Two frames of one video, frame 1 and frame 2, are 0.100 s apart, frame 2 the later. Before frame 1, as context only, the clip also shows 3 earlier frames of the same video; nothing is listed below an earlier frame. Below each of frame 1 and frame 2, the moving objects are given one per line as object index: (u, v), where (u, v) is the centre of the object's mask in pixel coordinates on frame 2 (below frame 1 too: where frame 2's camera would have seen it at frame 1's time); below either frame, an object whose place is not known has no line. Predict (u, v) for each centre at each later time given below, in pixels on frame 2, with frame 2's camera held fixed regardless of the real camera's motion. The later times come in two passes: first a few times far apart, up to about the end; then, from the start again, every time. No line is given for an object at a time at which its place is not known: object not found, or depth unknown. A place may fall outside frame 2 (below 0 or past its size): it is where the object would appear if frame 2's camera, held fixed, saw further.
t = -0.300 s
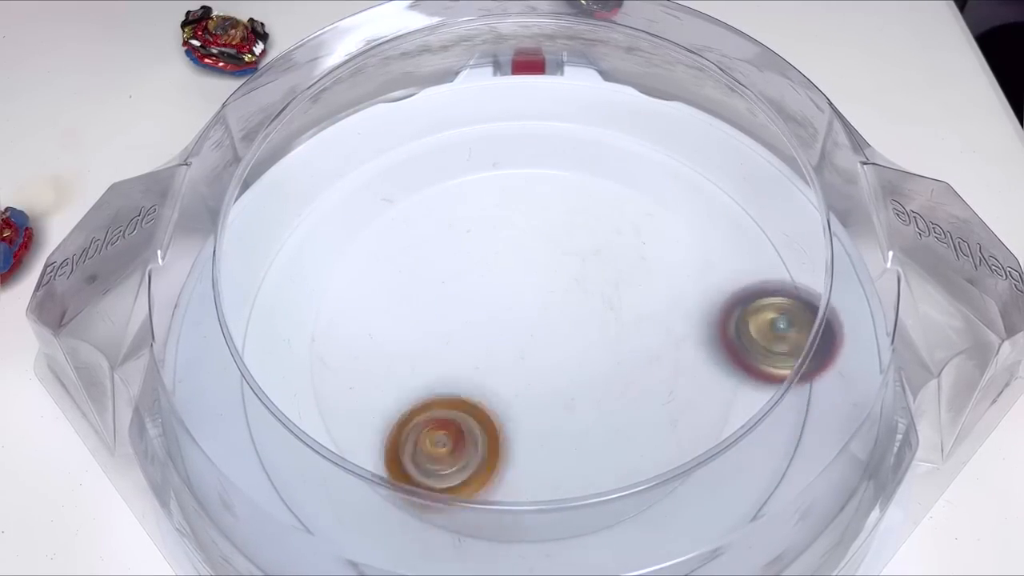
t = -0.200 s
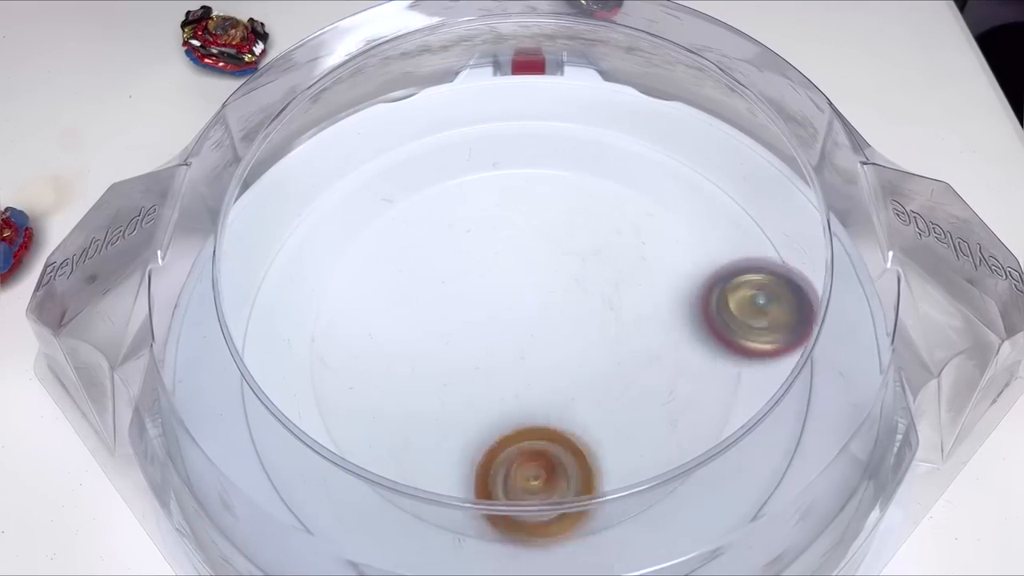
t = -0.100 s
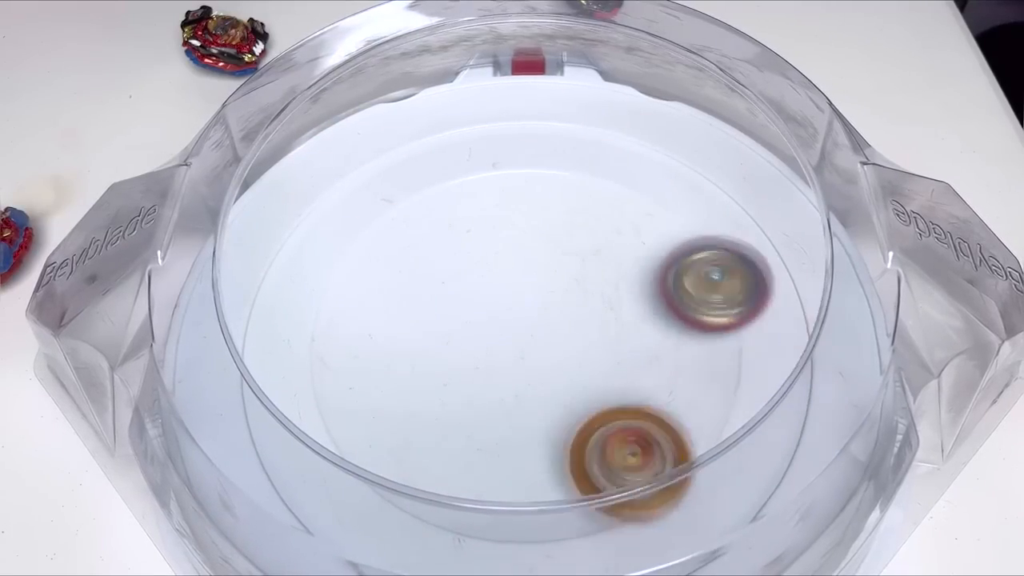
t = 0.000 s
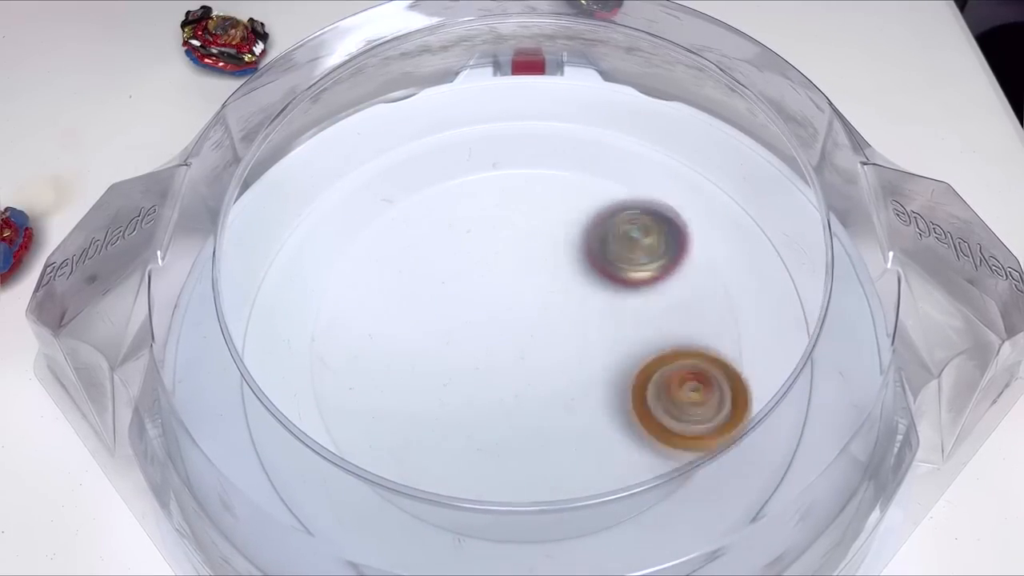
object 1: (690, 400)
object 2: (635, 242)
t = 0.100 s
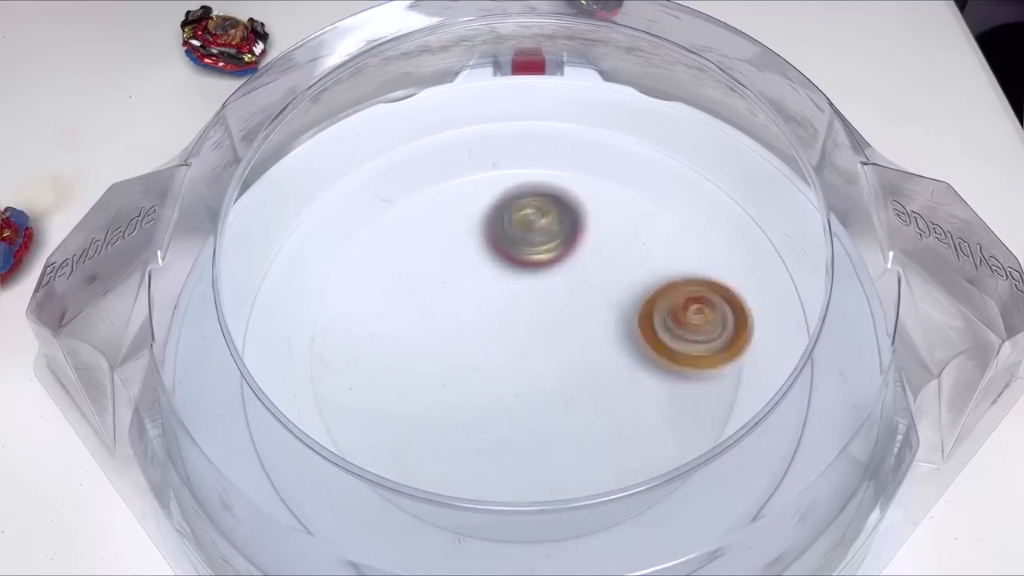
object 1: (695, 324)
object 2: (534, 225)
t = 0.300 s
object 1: (571, 228)
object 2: (387, 342)
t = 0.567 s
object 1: (393, 322)
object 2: (571, 510)
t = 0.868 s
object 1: (544, 461)
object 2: (657, 271)
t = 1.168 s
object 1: (602, 279)
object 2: (384, 257)
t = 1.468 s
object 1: (414, 302)
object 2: (356, 495)
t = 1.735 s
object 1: (536, 411)
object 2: (422, 488)
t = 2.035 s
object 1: (534, 257)
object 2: (616, 330)
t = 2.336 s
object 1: (448, 361)
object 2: (411, 228)
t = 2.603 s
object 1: (581, 356)
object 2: (388, 415)
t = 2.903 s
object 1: (521, 266)
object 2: (639, 333)
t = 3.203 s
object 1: (494, 376)
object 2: (494, 170)
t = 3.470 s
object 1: (601, 339)
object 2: (369, 320)
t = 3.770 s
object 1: (495, 292)
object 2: (612, 410)
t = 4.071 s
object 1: (516, 397)
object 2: (645, 204)
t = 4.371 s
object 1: (580, 311)
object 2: (426, 252)
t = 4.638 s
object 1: (465, 317)
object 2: (482, 443)
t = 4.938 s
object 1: (531, 398)
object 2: (711, 356)
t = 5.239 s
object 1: (525, 327)
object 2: (561, 187)
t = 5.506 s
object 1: (484, 358)
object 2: (375, 250)
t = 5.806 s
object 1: (510, 354)
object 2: (385, 464)
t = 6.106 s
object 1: (515, 338)
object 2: (660, 433)
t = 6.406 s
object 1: (511, 329)
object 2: (620, 231)
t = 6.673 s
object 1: (512, 327)
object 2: (426, 212)
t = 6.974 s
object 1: (519, 328)
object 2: (363, 394)
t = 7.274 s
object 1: (525, 328)
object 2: (602, 428)
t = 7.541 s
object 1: (529, 331)
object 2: (641, 256)
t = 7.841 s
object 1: (531, 336)
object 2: (451, 210)
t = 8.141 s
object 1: (531, 340)
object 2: (412, 388)
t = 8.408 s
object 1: (529, 343)
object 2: (612, 412)
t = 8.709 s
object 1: (521, 341)
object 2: (618, 242)
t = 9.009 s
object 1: (514, 337)
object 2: (432, 274)
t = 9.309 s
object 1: (517, 336)
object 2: (469, 437)
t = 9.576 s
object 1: (516, 334)
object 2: (632, 364)
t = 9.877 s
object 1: (512, 333)
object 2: (528, 229)
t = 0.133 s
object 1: (684, 300)
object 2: (500, 232)
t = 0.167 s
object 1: (668, 279)
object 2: (468, 245)
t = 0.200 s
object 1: (649, 261)
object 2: (439, 262)
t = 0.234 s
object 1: (625, 246)
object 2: (416, 285)
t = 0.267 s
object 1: (598, 235)
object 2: (398, 312)
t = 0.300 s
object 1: (571, 228)
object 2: (387, 342)
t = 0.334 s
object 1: (542, 226)
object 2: (384, 373)
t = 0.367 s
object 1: (513, 228)
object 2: (389, 405)
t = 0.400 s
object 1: (486, 236)
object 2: (402, 435)
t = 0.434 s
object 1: (460, 246)
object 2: (423, 464)
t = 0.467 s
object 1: (438, 261)
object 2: (452, 487)
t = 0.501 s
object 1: (419, 279)
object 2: (488, 504)
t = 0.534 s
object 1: (402, 301)
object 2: (529, 512)
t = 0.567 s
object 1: (393, 322)
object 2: (571, 510)
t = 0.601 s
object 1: (387, 346)
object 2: (613, 497)
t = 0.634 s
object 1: (388, 374)
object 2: (649, 476)
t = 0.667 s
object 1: (394, 398)
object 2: (677, 450)
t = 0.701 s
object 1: (407, 422)
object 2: (694, 420)
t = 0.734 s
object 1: (428, 441)
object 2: (703, 386)
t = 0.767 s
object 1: (454, 453)
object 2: (702, 354)
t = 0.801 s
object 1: (482, 461)
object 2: (694, 324)
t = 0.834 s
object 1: (515, 463)
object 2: (678, 295)
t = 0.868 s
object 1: (544, 461)
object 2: (657, 271)
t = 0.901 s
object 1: (576, 453)
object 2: (631, 251)
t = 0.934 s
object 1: (601, 440)
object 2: (601, 235)
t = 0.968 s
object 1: (621, 420)
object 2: (571, 223)
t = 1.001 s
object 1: (634, 395)
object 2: (538, 217)
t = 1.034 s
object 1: (640, 370)
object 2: (504, 216)
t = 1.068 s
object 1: (640, 345)
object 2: (472, 220)
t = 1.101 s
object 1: (632, 320)
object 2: (440, 228)
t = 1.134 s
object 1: (620, 299)
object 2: (411, 241)
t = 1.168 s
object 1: (602, 279)
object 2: (384, 257)
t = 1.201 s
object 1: (581, 264)
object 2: (360, 279)
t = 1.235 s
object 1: (556, 252)
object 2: (339, 304)
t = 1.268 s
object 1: (531, 247)
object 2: (325, 331)
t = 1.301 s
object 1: (506, 246)
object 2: (317, 360)
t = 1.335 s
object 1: (481, 250)
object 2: (320, 390)
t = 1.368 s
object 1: (460, 257)
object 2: (329, 422)
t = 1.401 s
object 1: (440, 269)
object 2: (339, 452)
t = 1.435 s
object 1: (425, 284)
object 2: (348, 478)
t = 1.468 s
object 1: (414, 302)
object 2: (356, 495)
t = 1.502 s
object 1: (408, 322)
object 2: (362, 510)
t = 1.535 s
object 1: (408, 342)
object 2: (368, 514)
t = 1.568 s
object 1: (415, 363)
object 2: (375, 514)
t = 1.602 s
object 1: (430, 381)
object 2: (383, 512)
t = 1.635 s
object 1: (449, 397)
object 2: (391, 508)
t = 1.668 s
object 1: (477, 409)
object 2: (399, 502)
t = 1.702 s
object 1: (506, 413)
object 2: (408, 495)
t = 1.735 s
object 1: (536, 411)
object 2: (422, 488)
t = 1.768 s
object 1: (561, 397)
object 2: (441, 480)
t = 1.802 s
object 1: (581, 381)
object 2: (465, 470)
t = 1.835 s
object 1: (593, 360)
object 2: (495, 456)
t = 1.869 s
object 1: (598, 338)
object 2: (527, 449)
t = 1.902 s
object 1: (596, 315)
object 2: (559, 433)
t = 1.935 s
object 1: (586, 296)
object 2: (585, 411)
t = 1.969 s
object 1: (572, 279)
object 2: (604, 386)
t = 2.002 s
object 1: (553, 266)
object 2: (614, 359)
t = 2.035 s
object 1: (534, 257)
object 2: (616, 330)
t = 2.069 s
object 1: (511, 254)
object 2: (609, 303)
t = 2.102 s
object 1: (490, 256)
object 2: (594, 278)
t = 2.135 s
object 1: (468, 263)
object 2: (575, 257)
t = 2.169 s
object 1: (452, 274)
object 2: (551, 241)
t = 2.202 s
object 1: (440, 291)
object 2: (525, 229)
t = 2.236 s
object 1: (435, 308)
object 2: (497, 221)
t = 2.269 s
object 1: (433, 326)
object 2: (467, 219)
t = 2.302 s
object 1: (438, 344)
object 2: (439, 221)
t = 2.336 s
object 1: (448, 361)
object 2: (411, 228)
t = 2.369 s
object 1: (464, 374)
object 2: (386, 243)
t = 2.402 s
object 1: (480, 382)
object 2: (364, 262)
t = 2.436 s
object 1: (501, 387)
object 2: (347, 284)
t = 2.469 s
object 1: (519, 388)
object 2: (338, 310)
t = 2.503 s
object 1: (539, 384)
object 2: (337, 339)
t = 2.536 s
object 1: (555, 377)
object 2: (345, 366)
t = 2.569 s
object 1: (571, 367)
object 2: (363, 392)
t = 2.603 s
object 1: (581, 356)
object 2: (388, 415)
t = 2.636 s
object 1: (590, 342)
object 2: (419, 431)
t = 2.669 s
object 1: (593, 327)
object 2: (455, 441)
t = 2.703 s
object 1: (593, 312)
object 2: (492, 443)
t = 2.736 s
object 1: (588, 298)
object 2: (528, 438)
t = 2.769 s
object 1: (580, 285)
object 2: (561, 426)
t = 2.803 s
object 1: (567, 276)
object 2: (590, 408)
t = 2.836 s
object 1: (553, 269)
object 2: (613, 386)
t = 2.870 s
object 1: (536, 267)
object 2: (630, 360)
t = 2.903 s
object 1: (521, 266)
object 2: (639, 333)
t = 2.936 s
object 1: (504, 272)
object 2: (642, 304)
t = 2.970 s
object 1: (490, 279)
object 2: (638, 277)
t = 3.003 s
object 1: (478, 291)
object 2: (628, 252)
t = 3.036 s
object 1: (469, 305)
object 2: (614, 228)
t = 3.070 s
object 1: (465, 321)
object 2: (596, 208)
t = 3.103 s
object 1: (465, 336)
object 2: (574, 192)
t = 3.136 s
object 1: (471, 353)
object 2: (549, 180)
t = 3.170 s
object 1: (480, 365)
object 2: (522, 172)
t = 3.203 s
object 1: (494, 376)
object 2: (494, 170)
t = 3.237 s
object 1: (508, 383)
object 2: (467, 173)
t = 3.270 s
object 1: (527, 386)
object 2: (440, 182)
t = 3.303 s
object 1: (543, 386)
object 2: (416, 195)
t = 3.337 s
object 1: (561, 383)
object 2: (396, 214)
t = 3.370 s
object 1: (576, 375)
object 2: (380, 238)
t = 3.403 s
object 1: (588, 364)
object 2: (370, 264)
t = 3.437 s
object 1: (597, 353)
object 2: (366, 292)
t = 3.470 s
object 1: (601, 339)
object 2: (369, 320)
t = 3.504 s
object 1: (601, 324)
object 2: (378, 348)
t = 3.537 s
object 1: (596, 311)
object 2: (396, 373)
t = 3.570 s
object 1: (588, 298)
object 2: (418, 395)
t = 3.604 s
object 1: (575, 289)
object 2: (446, 413)
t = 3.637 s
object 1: (561, 282)
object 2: (478, 425)
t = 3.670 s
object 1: (544, 279)
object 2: (513, 431)
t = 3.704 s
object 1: (526, 279)
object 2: (547, 431)
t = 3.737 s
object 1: (510, 284)
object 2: (581, 423)
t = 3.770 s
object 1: (495, 292)
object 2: (612, 410)
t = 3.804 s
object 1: (483, 303)
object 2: (639, 392)
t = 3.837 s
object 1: (474, 316)
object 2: (660, 371)
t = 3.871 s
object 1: (469, 331)
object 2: (677, 347)
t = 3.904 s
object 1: (469, 346)
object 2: (686, 320)
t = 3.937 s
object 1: (471, 359)
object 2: (689, 294)
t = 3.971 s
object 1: (478, 372)
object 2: (686, 268)
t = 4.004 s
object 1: (487, 383)
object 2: (678, 244)
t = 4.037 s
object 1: (502, 392)
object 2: (664, 222)
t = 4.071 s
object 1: (516, 397)
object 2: (645, 204)
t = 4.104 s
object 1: (534, 400)
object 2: (622, 190)
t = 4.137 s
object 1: (550, 398)
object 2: (596, 181)
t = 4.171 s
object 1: (565, 391)
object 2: (568, 177)
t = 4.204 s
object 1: (579, 381)
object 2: (540, 178)
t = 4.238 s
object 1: (588, 369)
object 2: (512, 184)
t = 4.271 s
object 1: (594, 353)
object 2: (486, 196)
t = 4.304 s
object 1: (594, 339)
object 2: (463, 211)
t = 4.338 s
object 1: (588, 324)
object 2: (443, 230)
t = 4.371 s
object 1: (580, 311)
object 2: (426, 252)
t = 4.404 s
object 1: (566, 301)
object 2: (414, 276)
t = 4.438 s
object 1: (551, 293)
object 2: (406, 302)
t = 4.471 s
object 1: (535, 290)
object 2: (404, 329)
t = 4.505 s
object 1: (517, 289)
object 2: (408, 355)
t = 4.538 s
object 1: (502, 292)
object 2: (417, 381)
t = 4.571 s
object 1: (487, 298)
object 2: (434, 405)
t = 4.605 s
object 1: (475, 306)
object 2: (456, 426)
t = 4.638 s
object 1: (465, 317)
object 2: (482, 443)
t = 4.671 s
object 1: (458, 328)
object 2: (513, 452)
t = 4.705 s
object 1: (455, 342)
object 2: (545, 455)
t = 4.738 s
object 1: (456, 357)
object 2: (577, 453)
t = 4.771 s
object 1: (461, 370)
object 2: (609, 447)
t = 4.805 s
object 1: (470, 382)
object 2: (642, 441)
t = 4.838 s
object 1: (482, 391)
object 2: (668, 426)
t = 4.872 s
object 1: (499, 398)
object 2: (690, 405)
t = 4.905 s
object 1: (515, 401)
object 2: (705, 381)
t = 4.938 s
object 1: (531, 398)
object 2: (711, 356)
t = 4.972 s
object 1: (548, 392)
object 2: (711, 329)
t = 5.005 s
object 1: (561, 383)
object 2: (704, 304)
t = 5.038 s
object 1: (570, 369)
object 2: (691, 282)
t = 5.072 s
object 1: (577, 354)
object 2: (673, 262)
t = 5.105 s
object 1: (578, 340)
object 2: (651, 246)
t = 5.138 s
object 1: (574, 325)
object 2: (625, 234)
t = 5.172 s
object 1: (567, 314)
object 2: (598, 226)
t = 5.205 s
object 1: (544, 322)
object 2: (581, 203)
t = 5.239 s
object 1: (525, 327)
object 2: (561, 187)
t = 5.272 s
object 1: (509, 332)
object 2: (538, 178)
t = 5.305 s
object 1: (497, 338)
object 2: (513, 178)
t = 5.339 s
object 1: (488, 341)
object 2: (487, 183)
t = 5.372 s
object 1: (484, 345)
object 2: (461, 191)
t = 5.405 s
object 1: (482, 350)
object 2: (436, 202)
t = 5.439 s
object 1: (480, 353)
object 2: (414, 215)
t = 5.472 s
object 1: (482, 355)
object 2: (393, 232)
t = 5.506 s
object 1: (484, 358)
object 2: (375, 250)
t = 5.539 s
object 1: (486, 359)
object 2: (359, 271)
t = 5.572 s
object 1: (491, 359)
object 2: (346, 294)
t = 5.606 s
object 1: (493, 360)
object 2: (337, 318)
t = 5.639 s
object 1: (496, 360)
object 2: (333, 343)
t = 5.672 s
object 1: (499, 359)
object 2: (333, 368)
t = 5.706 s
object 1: (502, 358)
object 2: (340, 393)
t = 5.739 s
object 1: (505, 358)
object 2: (350, 419)
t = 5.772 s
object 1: (507, 356)
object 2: (365, 443)
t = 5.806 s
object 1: (510, 354)
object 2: (385, 464)
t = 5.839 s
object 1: (511, 353)
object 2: (410, 481)
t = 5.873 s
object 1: (512, 351)
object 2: (440, 495)
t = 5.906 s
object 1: (513, 349)
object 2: (472, 503)
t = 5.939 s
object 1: (515, 348)
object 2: (506, 506)
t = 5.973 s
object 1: (514, 346)
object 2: (540, 503)
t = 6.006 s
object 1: (515, 343)
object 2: (588, 489)
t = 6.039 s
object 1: (514, 341)
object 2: (617, 474)
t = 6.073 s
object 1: (515, 339)
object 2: (641, 455)
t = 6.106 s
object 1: (515, 338)
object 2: (660, 433)
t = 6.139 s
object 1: (514, 338)
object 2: (674, 409)
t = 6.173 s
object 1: (513, 336)
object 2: (684, 384)
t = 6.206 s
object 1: (514, 335)
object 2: (687, 357)
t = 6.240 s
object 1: (513, 335)
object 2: (686, 333)
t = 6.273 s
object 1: (512, 333)
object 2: (680, 309)
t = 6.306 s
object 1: (512, 332)
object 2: (670, 286)
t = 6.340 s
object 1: (513, 331)
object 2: (656, 265)
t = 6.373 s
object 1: (512, 331)
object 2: (639, 247)
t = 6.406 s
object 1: (511, 329)
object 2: (620, 231)
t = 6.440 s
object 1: (512, 329)
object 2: (597, 217)
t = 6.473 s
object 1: (512, 328)
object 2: (574, 207)
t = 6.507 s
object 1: (512, 328)
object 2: (550, 199)
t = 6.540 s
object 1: (512, 327)
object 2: (525, 195)
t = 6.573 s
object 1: (513, 328)
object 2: (499, 195)
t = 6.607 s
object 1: (513, 327)
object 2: (474, 197)
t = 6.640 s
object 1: (512, 328)
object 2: (450, 203)
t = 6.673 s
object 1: (512, 327)
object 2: (426, 212)
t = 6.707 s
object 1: (513, 328)
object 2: (404, 223)
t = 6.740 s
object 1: (514, 327)
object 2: (386, 240)
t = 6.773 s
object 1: (514, 328)
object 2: (369, 258)
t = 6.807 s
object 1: (514, 327)
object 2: (356, 277)
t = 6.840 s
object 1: (515, 328)
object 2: (346, 300)
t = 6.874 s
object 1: (517, 328)
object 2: (342, 323)
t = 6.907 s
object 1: (517, 328)
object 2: (343, 347)
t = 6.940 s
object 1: (517, 328)
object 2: (350, 370)
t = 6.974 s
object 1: (519, 328)
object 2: (363, 394)
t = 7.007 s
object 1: (520, 328)
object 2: (381, 415)
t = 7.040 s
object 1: (520, 328)
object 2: (402, 431)
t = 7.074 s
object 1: (520, 328)
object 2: (429, 445)
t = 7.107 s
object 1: (521, 328)
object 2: (459, 452)
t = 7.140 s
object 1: (523, 328)
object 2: (489, 455)
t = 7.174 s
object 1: (523, 329)
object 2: (519, 455)
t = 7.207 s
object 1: (523, 328)
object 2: (549, 451)
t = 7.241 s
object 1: (524, 328)
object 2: (577, 442)
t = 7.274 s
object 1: (525, 328)
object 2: (602, 428)
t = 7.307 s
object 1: (525, 329)
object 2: (624, 410)
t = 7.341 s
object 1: (525, 329)
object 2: (641, 389)
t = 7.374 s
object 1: (525, 329)
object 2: (653, 367)
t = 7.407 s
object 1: (527, 330)
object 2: (660, 343)
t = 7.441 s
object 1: (527, 330)
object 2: (661, 321)
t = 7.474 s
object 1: (528, 331)
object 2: (659, 298)
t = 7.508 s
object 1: (528, 330)
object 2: (652, 276)
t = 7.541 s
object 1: (529, 331)
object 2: (641, 256)
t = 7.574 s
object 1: (529, 331)
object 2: (626, 238)
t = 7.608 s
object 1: (530, 332)
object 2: (609, 222)
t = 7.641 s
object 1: (530, 332)
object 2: (589, 210)
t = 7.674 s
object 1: (530, 332)
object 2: (567, 201)
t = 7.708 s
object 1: (531, 334)
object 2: (544, 195)
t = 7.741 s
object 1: (531, 333)
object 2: (520, 193)
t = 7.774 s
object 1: (531, 335)
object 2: (496, 195)
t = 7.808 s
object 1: (530, 335)
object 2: (473, 201)
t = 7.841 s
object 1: (531, 336)
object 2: (451, 210)
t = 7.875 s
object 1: (532, 337)
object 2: (432, 223)
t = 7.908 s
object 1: (532, 337)
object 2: (415, 238)
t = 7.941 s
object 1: (532, 338)
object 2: (401, 257)
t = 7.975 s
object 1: (532, 338)
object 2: (392, 278)
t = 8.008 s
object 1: (532, 338)
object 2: (386, 300)
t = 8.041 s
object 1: (533, 339)
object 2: (384, 323)
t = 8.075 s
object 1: (532, 340)
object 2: (389, 346)
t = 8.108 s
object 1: (532, 340)
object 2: (398, 367)
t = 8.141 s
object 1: (531, 340)
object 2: (412, 388)
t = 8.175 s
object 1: (531, 340)
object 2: (431, 405)
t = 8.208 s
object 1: (531, 341)
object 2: (453, 420)
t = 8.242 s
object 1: (531, 341)
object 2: (478, 431)
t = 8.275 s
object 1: (531, 341)
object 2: (506, 438)
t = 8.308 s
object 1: (529, 341)
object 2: (534, 439)
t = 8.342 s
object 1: (529, 342)
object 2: (562, 435)
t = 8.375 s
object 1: (529, 342)
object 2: (588, 425)
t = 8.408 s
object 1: (529, 343)
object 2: (612, 412)
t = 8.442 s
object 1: (528, 343)
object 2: (632, 396)
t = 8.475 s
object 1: (527, 343)
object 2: (647, 378)
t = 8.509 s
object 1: (526, 343)
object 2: (659, 357)
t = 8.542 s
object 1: (527, 343)
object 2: (664, 335)
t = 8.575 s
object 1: (526, 342)
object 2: (664, 313)
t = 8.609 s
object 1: (525, 342)
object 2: (659, 292)
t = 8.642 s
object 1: (524, 342)
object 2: (649, 273)
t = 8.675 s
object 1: (522, 341)
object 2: (636, 256)
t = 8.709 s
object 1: (521, 341)
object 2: (618, 242)
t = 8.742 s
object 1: (522, 341)
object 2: (598, 231)
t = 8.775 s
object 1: (521, 340)
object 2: (576, 223)
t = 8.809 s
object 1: (519, 340)
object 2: (553, 220)
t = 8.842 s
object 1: (518, 339)
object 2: (530, 220)
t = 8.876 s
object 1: (517, 338)
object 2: (507, 224)
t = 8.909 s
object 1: (516, 337)
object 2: (485, 233)
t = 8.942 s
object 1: (515, 336)
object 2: (465, 244)
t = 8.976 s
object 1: (514, 336)
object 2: (447, 258)
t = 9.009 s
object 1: (514, 337)
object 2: (432, 274)
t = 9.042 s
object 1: (515, 337)
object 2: (418, 290)
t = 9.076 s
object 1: (515, 337)
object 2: (407, 309)
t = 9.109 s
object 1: (516, 337)
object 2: (400, 329)
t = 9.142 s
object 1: (517, 337)
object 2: (400, 351)
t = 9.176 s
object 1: (518, 337)
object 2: (404, 372)
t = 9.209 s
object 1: (518, 338)
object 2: (413, 392)
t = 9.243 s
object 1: (517, 338)
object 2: (427, 411)
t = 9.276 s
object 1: (517, 337)
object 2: (446, 426)
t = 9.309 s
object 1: (517, 336)
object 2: (469, 437)
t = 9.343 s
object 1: (517, 335)
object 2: (494, 445)
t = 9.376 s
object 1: (517, 334)
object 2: (521, 447)
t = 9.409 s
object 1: (518, 333)
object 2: (547, 443)
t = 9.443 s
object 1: (517, 333)
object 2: (572, 434)
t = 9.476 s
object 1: (516, 334)
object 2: (593, 420)
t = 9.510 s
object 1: (516, 334)
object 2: (611, 404)
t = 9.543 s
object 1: (516, 333)
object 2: (625, 385)
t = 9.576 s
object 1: (516, 334)
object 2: (632, 364)
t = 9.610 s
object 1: (516, 334)
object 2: (635, 343)
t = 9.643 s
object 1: (517, 333)
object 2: (631, 322)
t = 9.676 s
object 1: (517, 333)
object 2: (624, 303)
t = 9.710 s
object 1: (516, 334)
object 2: (612, 285)
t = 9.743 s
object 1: (516, 333)
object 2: (596, 270)
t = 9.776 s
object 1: (514, 333)
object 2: (583, 254)
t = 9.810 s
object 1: (512, 333)
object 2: (568, 243)
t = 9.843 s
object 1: (512, 333)
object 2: (548, 234)
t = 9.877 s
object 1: (512, 333)
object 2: (528, 229)
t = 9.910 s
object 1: (513, 332)
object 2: (506, 226)
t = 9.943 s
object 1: (514, 332)
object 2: (485, 228)
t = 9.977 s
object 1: (514, 333)
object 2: (464, 233)
